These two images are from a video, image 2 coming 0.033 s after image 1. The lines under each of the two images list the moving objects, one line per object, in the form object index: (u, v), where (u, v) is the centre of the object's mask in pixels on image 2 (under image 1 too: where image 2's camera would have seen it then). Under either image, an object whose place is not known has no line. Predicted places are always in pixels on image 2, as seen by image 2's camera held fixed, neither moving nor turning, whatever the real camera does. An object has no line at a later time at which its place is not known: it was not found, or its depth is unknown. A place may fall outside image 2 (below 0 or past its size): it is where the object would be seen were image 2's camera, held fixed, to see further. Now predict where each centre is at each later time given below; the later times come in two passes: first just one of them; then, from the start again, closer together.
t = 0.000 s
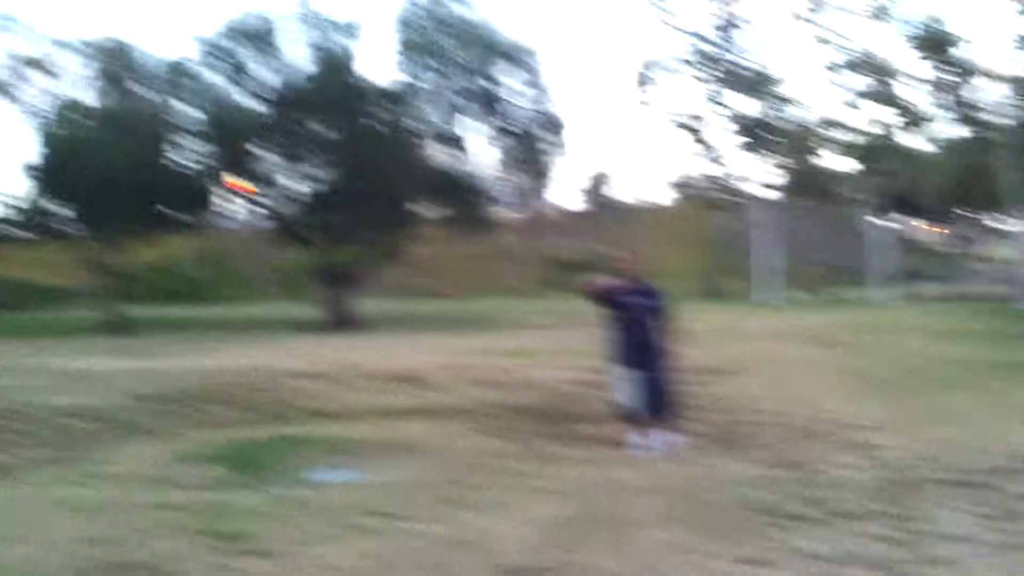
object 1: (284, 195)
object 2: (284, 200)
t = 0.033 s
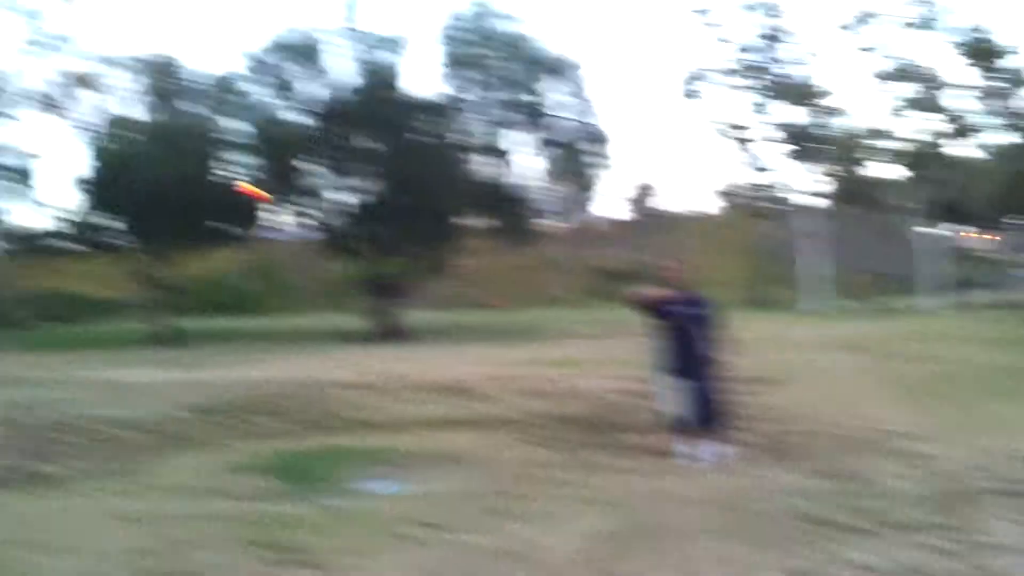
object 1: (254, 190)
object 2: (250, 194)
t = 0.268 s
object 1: (28, 167)
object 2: (8, 166)
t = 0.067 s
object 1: (221, 184)
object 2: (217, 189)
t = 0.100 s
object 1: (188, 179)
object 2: (182, 184)
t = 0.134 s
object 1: (158, 175)
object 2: (148, 179)
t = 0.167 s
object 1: (129, 173)
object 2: (119, 178)
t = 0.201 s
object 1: (103, 172)
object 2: (90, 175)
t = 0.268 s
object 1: (28, 167)
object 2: (8, 166)
